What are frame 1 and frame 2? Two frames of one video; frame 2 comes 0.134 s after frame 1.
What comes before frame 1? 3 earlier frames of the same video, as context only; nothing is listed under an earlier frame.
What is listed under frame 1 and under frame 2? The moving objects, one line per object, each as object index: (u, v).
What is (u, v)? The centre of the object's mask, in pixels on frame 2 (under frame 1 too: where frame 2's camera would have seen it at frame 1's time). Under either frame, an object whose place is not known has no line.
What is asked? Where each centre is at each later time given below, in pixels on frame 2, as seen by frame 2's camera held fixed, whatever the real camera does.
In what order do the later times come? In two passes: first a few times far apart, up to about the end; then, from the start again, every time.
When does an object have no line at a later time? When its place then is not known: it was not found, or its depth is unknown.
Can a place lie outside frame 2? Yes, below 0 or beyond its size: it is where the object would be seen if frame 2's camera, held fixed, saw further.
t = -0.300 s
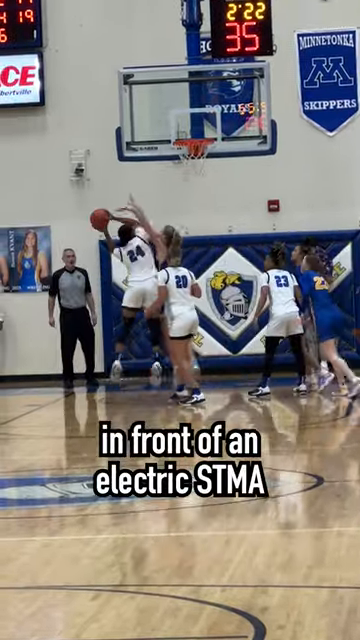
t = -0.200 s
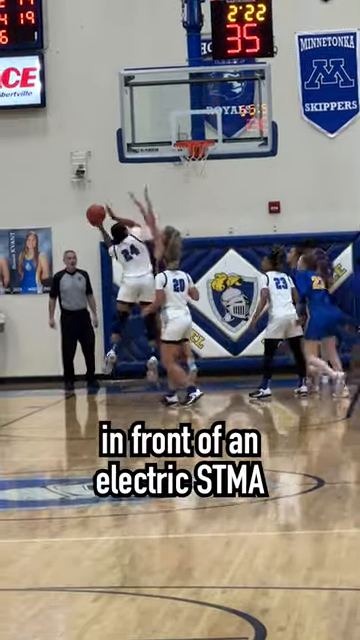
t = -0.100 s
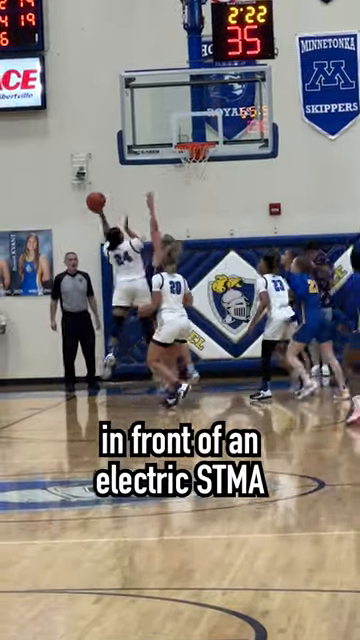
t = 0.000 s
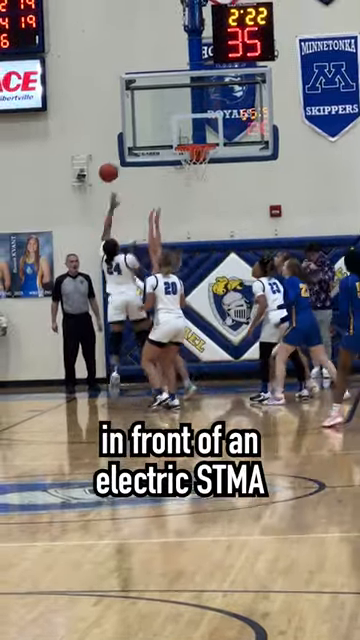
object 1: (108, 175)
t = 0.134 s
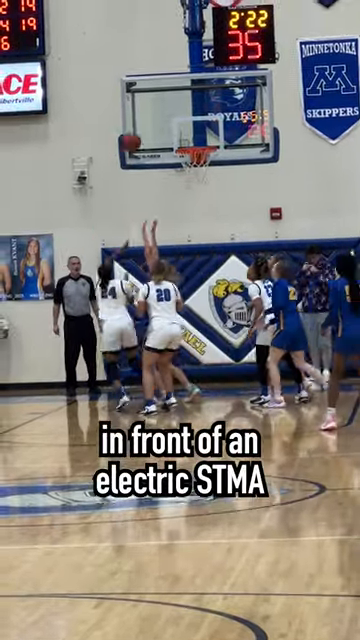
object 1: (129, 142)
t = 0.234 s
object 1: (148, 126)
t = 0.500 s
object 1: (180, 127)
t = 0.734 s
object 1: (202, 171)
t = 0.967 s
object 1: (204, 215)
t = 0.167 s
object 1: (137, 135)
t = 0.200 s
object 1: (142, 130)
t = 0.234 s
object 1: (148, 126)
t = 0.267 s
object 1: (153, 122)
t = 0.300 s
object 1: (159, 120)
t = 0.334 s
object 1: (163, 119)
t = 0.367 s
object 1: (166, 118)
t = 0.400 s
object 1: (169, 119)
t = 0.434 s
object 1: (173, 121)
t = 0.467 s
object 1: (176, 124)
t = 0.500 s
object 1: (180, 127)
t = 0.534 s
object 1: (183, 131)
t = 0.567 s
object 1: (186, 136)
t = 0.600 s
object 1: (191, 140)
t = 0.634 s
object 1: (196, 144)
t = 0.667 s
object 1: (200, 159)
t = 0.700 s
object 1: (201, 164)
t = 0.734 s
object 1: (202, 171)
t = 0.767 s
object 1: (203, 176)
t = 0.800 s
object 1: (202, 178)
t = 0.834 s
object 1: (203, 183)
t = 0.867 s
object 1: (203, 190)
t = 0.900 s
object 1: (204, 197)
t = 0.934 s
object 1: (204, 206)
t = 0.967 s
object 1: (204, 215)
